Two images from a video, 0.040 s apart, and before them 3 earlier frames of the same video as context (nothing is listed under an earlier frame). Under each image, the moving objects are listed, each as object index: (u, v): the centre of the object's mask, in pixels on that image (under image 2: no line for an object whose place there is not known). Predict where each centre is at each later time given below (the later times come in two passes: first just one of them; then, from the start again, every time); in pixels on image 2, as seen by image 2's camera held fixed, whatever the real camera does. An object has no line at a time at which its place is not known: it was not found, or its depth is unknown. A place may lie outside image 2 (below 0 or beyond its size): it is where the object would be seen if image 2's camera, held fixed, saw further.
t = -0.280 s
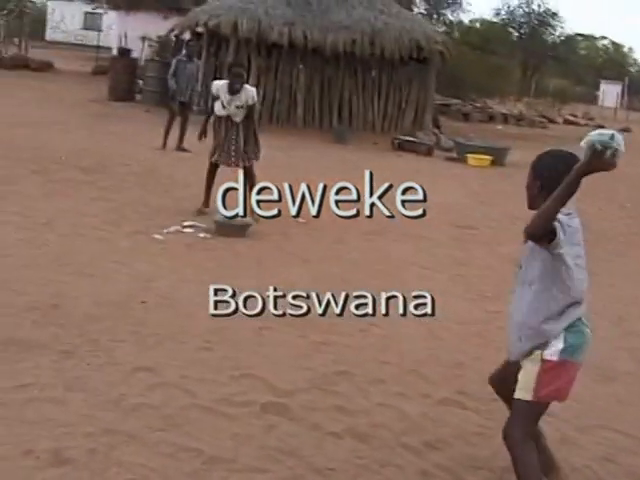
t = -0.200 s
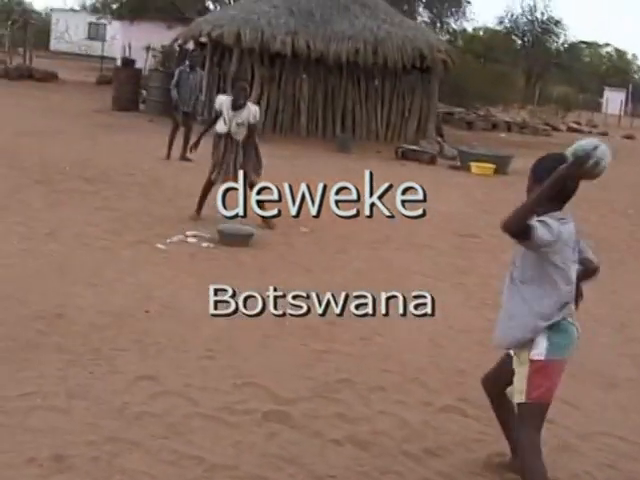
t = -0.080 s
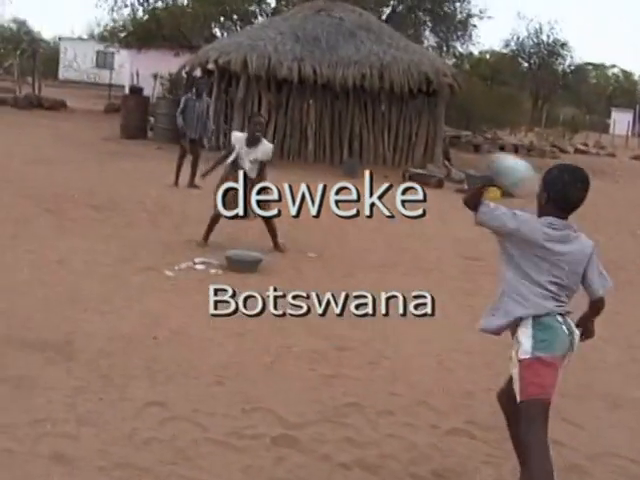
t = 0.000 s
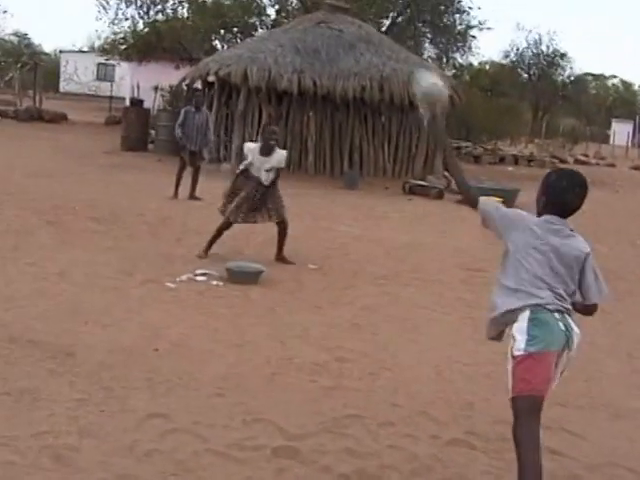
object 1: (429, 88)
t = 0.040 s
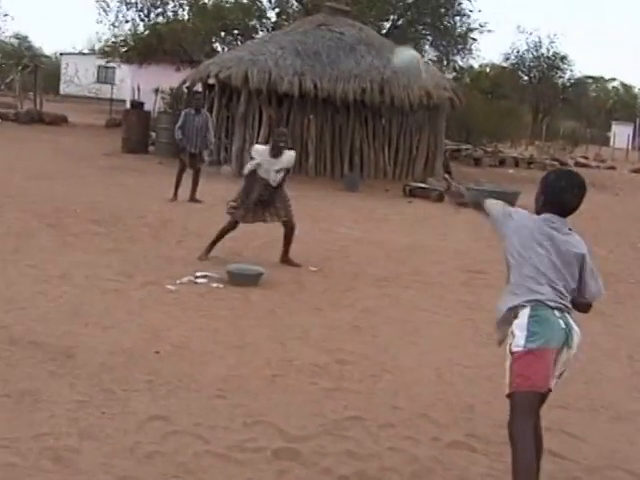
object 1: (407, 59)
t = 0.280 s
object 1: (330, 31)
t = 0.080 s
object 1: (389, 39)
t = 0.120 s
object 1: (372, 24)
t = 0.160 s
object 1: (358, 21)
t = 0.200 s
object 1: (347, 21)
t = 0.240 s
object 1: (337, 25)
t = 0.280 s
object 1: (330, 31)
